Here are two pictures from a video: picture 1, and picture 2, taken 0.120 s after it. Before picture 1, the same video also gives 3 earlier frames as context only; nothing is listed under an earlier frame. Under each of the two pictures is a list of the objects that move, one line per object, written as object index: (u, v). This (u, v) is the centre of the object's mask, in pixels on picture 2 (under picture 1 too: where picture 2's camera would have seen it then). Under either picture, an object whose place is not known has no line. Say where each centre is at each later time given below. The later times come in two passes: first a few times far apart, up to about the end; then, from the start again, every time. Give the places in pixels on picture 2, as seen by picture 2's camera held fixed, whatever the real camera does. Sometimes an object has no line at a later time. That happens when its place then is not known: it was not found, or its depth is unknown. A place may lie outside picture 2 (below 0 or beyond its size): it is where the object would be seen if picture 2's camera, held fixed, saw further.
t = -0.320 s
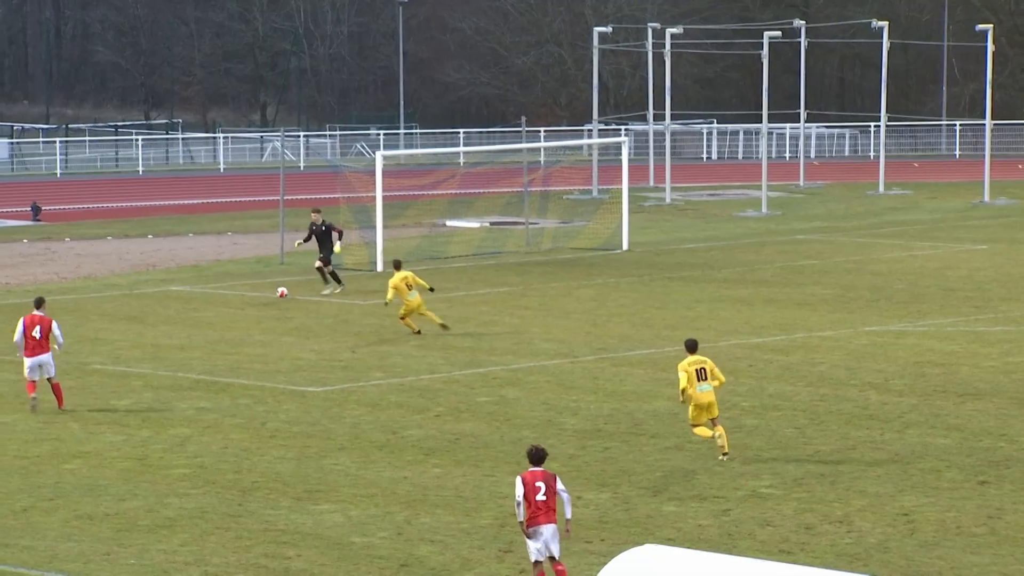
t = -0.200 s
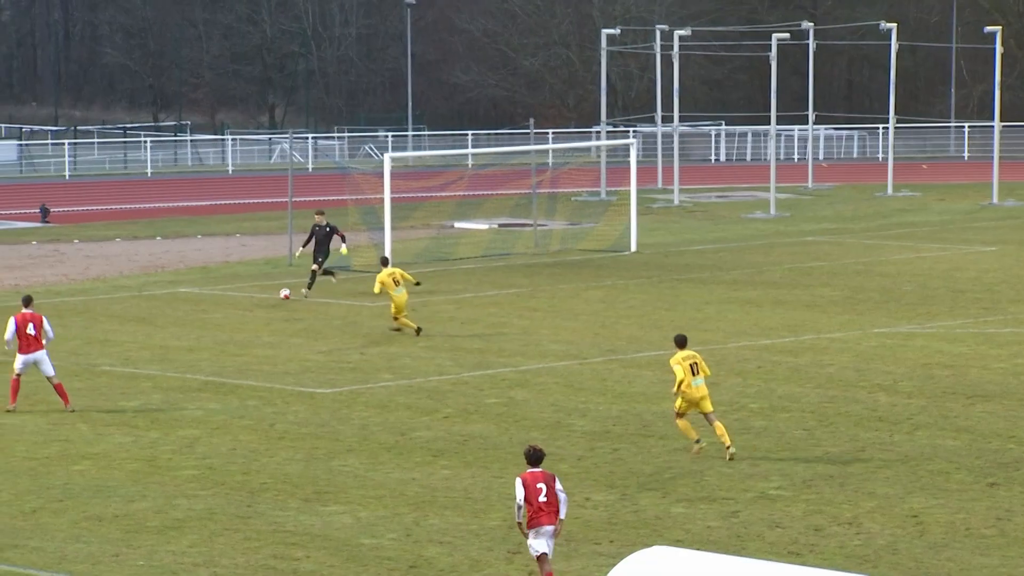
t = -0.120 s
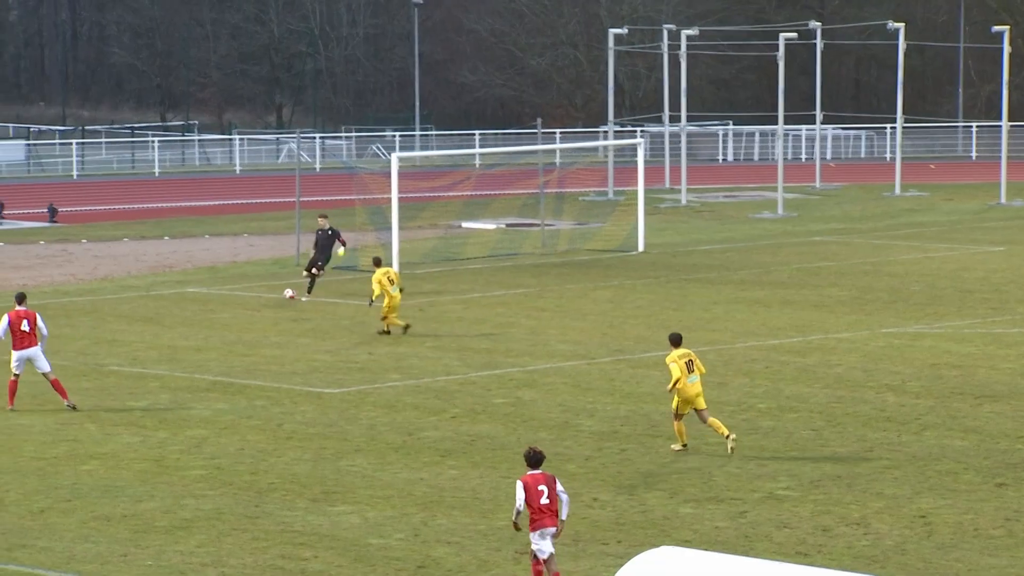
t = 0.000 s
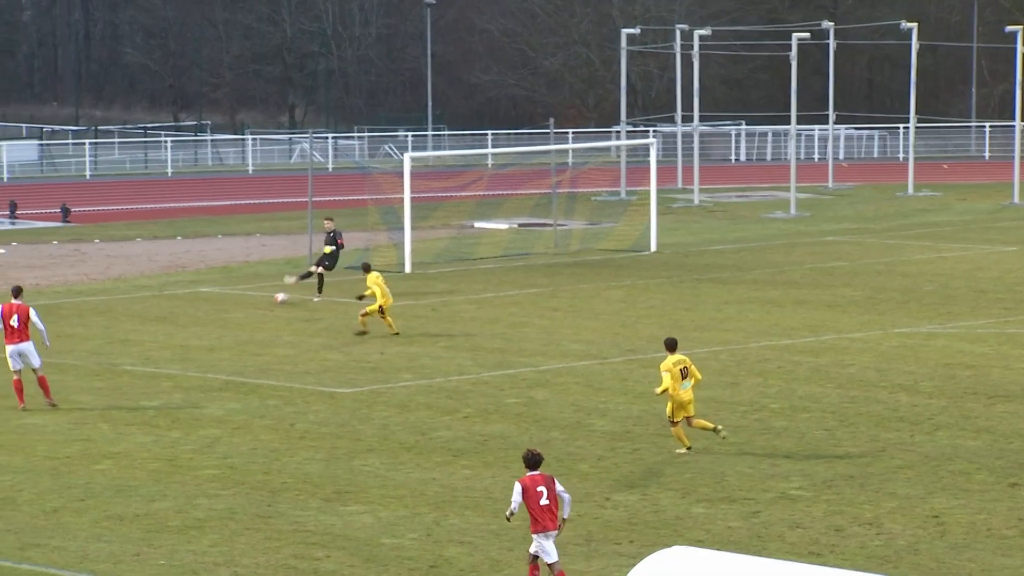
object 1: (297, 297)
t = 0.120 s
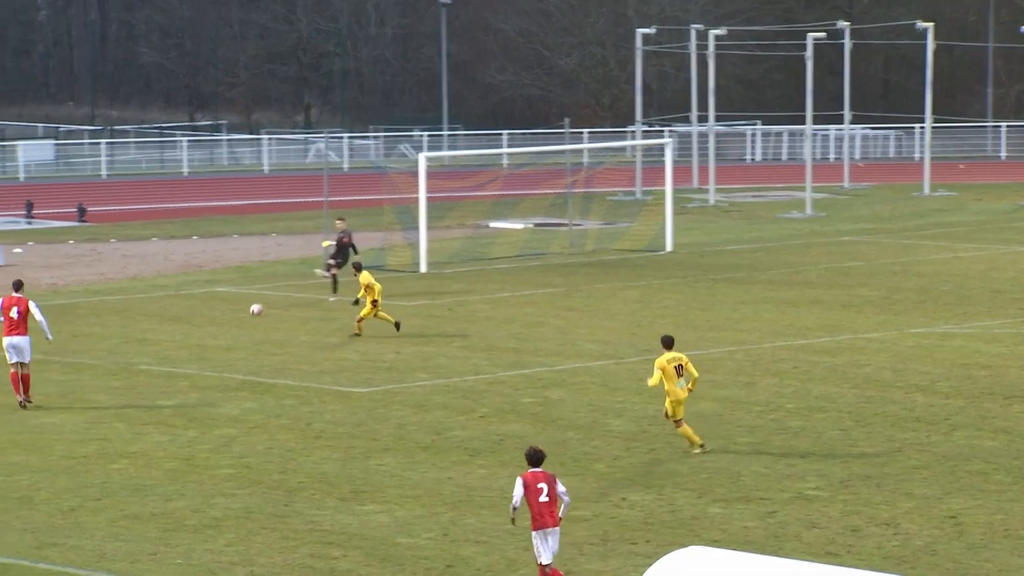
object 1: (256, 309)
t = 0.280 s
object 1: (208, 323)
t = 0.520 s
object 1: (144, 341)
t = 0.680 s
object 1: (108, 350)
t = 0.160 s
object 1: (244, 313)
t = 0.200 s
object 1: (232, 315)
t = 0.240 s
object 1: (220, 318)
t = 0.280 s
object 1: (208, 323)
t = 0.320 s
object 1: (197, 326)
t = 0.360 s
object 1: (186, 327)
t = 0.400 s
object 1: (175, 330)
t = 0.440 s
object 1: (164, 334)
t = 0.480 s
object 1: (154, 340)
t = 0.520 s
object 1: (144, 341)
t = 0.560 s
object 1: (135, 342)
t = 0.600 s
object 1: (126, 343)
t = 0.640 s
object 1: (116, 346)
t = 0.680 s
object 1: (108, 350)
